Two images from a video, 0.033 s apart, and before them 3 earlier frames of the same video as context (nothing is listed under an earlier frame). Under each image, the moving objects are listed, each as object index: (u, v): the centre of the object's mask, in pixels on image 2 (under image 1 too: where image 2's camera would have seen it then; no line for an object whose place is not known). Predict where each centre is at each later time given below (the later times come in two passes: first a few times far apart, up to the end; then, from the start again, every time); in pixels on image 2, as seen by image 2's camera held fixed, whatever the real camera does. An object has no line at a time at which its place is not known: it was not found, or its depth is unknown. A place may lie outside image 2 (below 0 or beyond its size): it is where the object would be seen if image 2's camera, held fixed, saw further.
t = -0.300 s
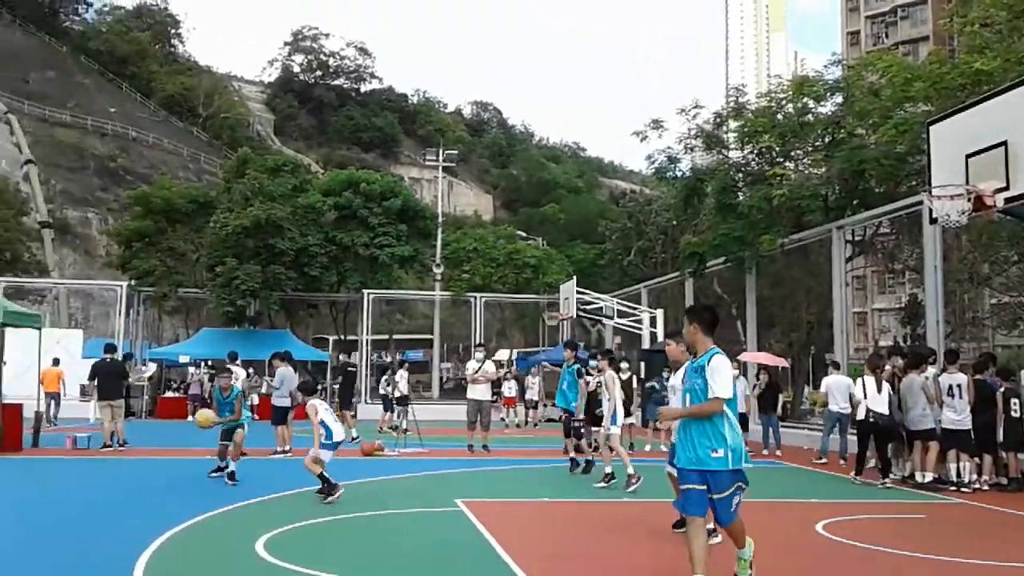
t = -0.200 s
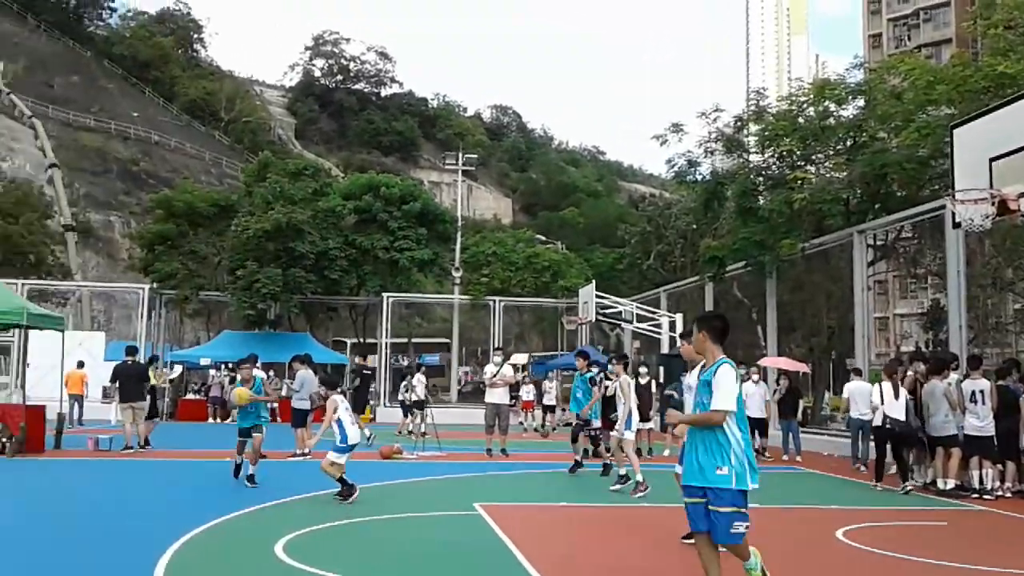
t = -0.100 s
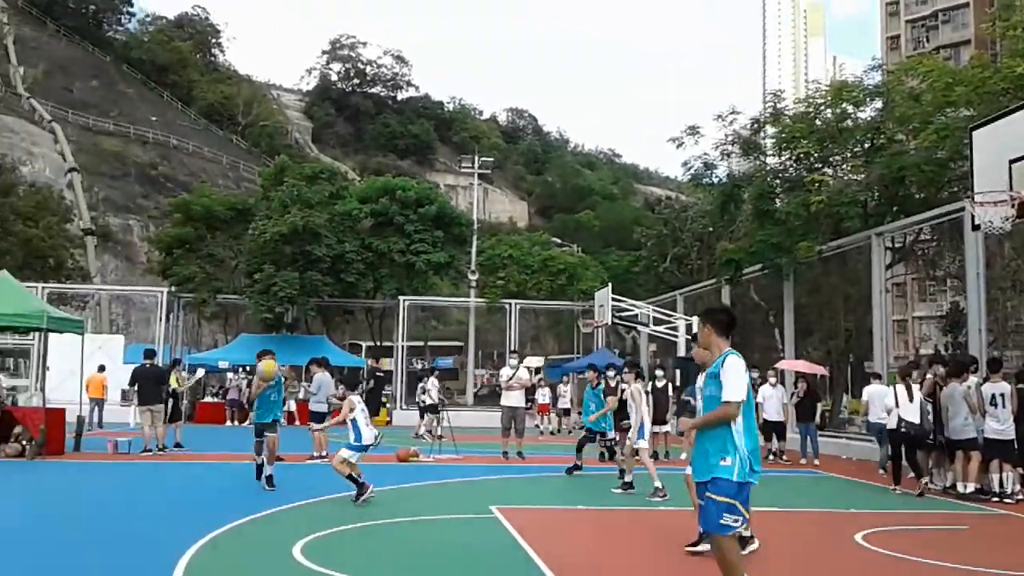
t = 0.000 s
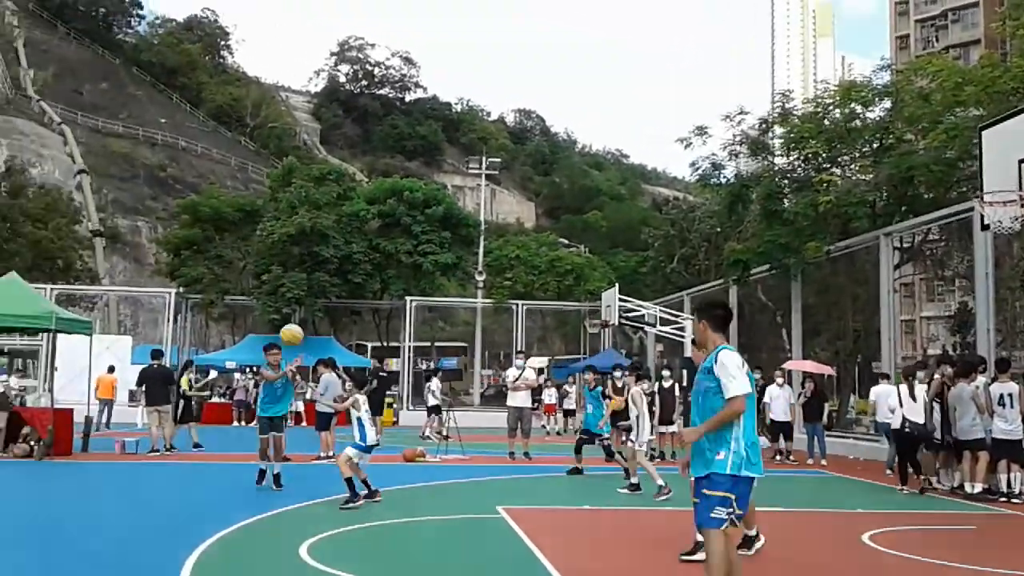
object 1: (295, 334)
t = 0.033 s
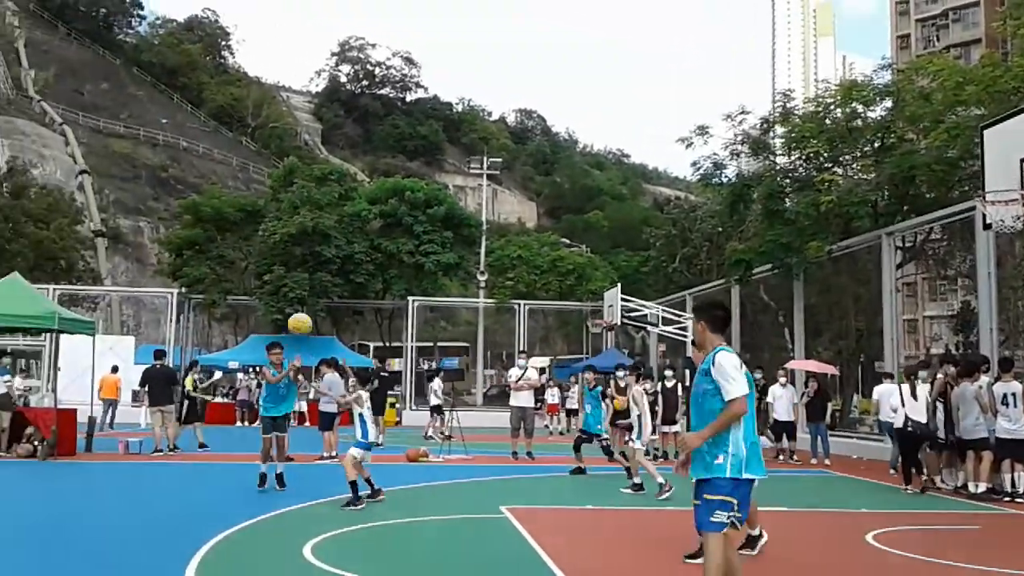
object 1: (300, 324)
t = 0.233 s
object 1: (341, 271)
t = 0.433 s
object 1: (399, 244)
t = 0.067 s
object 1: (306, 314)
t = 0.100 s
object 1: (312, 304)
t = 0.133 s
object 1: (319, 295)
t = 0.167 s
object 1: (326, 286)
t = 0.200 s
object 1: (334, 278)
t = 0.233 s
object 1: (341, 271)
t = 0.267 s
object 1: (349, 264)
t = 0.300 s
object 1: (358, 258)
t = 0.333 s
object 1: (367, 252)
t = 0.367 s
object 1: (376, 248)
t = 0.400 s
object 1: (387, 246)
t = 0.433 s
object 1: (399, 244)
